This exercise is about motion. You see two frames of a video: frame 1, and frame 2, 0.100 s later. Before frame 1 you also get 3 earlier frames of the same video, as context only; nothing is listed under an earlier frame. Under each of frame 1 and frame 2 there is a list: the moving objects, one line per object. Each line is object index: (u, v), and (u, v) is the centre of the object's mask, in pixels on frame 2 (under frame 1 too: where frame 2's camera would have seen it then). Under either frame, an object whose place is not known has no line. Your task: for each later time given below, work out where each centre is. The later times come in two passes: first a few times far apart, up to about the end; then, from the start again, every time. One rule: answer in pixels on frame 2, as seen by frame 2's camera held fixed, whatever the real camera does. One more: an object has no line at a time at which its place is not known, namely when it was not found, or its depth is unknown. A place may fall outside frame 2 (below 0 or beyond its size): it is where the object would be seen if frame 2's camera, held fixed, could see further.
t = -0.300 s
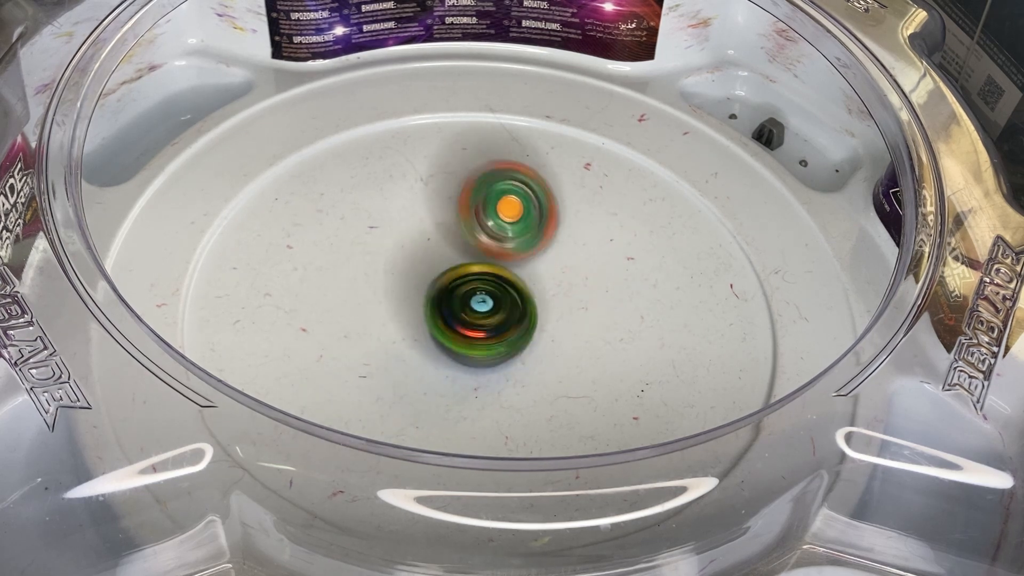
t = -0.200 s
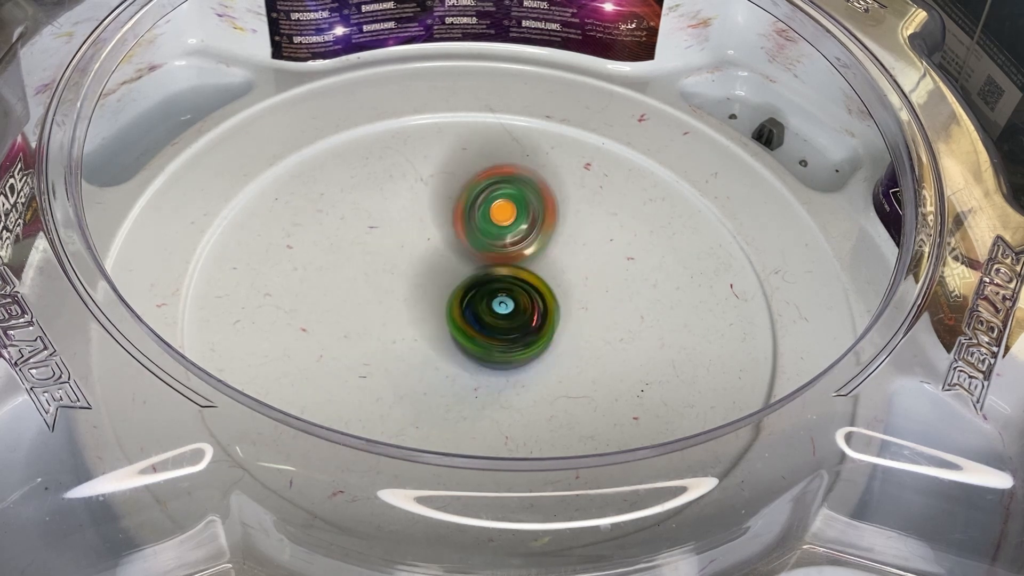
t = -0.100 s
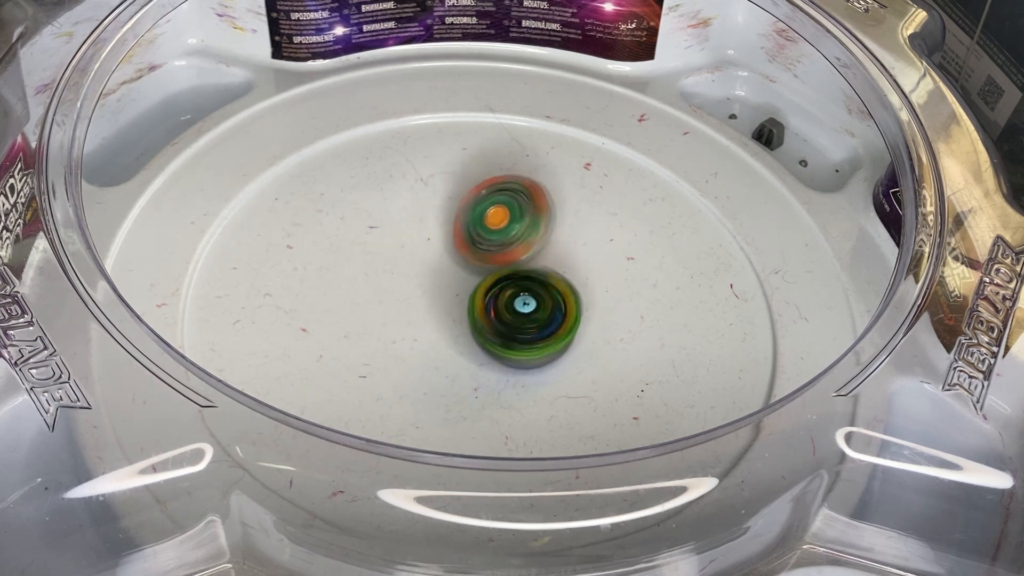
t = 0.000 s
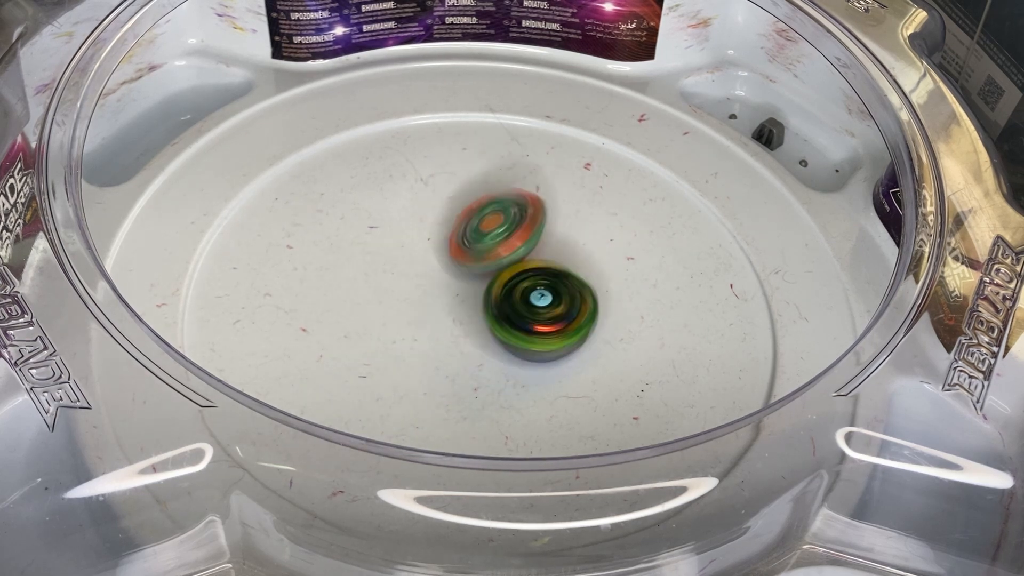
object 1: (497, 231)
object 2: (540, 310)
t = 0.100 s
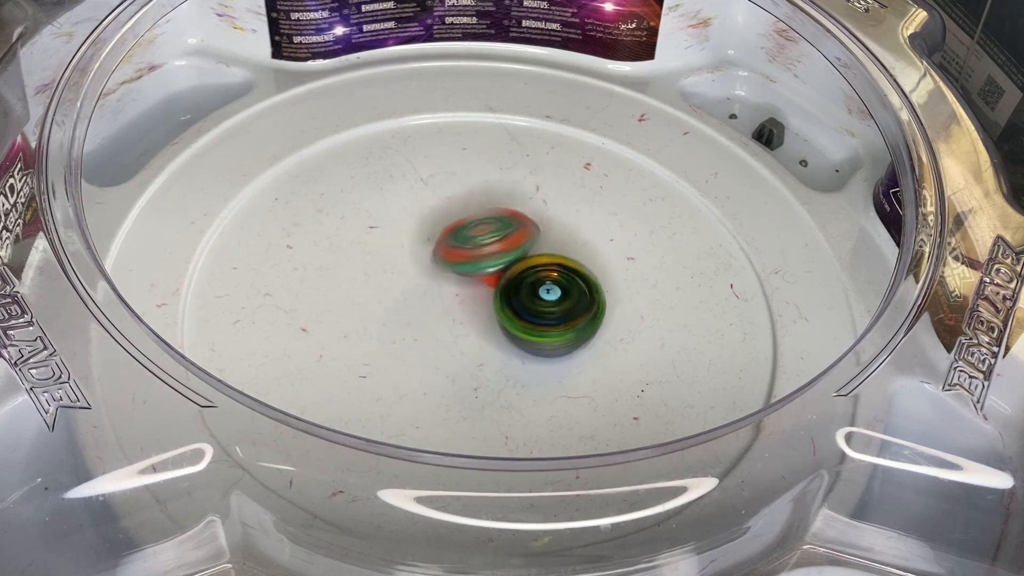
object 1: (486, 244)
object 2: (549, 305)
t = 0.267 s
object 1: (452, 243)
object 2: (560, 319)
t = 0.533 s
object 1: (447, 241)
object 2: (535, 328)
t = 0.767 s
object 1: (442, 231)
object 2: (487, 341)
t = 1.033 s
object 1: (437, 238)
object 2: (450, 356)
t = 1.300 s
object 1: (426, 237)
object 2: (435, 330)
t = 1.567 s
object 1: (431, 249)
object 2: (457, 343)
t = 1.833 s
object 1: (426, 271)
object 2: (503, 331)
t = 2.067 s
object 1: (397, 226)
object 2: (541, 346)
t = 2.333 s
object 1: (430, 245)
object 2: (553, 361)
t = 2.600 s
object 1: (455, 305)
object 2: (540, 351)
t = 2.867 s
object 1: (404, 308)
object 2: (518, 336)
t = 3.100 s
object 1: (391, 327)
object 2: (514, 310)
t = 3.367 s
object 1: (391, 325)
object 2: (539, 290)
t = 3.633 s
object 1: (417, 304)
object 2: (558, 297)
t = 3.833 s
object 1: (451, 314)
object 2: (554, 310)
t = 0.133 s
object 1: (478, 242)
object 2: (552, 308)
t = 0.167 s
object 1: (470, 243)
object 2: (555, 311)
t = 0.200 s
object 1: (462, 244)
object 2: (557, 314)
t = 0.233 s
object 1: (456, 243)
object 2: (559, 317)
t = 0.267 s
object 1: (452, 243)
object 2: (560, 319)
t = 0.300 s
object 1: (450, 242)
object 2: (560, 322)
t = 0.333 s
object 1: (450, 241)
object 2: (558, 323)
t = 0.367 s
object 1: (449, 240)
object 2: (557, 325)
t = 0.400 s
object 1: (448, 239)
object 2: (553, 326)
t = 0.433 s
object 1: (447, 239)
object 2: (550, 328)
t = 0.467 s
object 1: (446, 240)
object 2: (545, 328)
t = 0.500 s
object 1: (446, 240)
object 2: (540, 328)
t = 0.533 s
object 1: (447, 241)
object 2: (535, 328)
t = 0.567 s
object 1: (447, 241)
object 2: (528, 328)
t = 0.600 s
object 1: (447, 242)
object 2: (522, 327)
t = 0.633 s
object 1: (446, 243)
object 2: (514, 327)
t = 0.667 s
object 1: (446, 245)
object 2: (508, 325)
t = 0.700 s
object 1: (445, 244)
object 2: (500, 327)
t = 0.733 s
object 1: (444, 236)
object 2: (493, 335)
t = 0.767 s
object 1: (442, 231)
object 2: (487, 341)
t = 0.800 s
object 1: (443, 229)
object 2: (484, 343)
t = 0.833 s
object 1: (444, 229)
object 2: (479, 348)
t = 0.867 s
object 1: (444, 230)
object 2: (473, 350)
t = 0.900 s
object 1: (444, 233)
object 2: (468, 353)
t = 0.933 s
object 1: (441, 235)
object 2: (463, 355)
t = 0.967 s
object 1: (439, 237)
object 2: (459, 357)
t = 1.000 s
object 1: (437, 238)
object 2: (454, 356)
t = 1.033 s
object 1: (437, 238)
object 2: (450, 356)
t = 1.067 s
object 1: (436, 239)
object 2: (446, 355)
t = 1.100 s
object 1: (434, 239)
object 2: (443, 353)
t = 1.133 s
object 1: (432, 239)
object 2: (440, 350)
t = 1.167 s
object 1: (431, 238)
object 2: (438, 347)
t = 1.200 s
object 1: (430, 239)
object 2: (436, 343)
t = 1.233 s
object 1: (428, 238)
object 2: (435, 339)
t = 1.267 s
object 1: (427, 238)
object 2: (434, 335)
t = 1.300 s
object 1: (426, 237)
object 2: (435, 330)
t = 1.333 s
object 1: (426, 236)
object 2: (435, 329)
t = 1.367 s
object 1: (429, 236)
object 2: (437, 327)
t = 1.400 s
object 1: (431, 235)
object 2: (438, 330)
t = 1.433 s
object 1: (434, 234)
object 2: (440, 334)
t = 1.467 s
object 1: (437, 237)
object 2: (444, 337)
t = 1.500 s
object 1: (435, 242)
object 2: (447, 340)
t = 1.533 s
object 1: (434, 246)
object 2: (451, 341)
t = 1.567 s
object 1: (431, 249)
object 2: (457, 343)
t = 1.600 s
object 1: (430, 251)
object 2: (463, 344)
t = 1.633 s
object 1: (430, 255)
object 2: (470, 343)
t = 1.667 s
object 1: (431, 257)
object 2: (476, 342)
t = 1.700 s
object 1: (431, 261)
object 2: (481, 341)
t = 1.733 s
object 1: (429, 264)
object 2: (487, 339)
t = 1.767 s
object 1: (429, 267)
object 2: (491, 336)
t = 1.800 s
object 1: (427, 270)
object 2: (497, 334)
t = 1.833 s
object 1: (426, 271)
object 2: (503, 331)
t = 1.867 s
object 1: (424, 270)
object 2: (509, 328)
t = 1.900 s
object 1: (422, 269)
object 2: (514, 328)
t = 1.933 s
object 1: (414, 254)
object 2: (522, 336)
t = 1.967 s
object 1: (407, 247)
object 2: (527, 340)
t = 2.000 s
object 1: (402, 235)
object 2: (530, 342)
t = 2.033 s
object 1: (397, 230)
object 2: (537, 343)
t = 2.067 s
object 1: (397, 226)
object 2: (541, 346)
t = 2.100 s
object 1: (400, 223)
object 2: (544, 350)
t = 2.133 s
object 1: (402, 221)
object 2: (549, 354)
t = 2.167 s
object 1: (405, 224)
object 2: (552, 356)
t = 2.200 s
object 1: (407, 227)
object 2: (554, 358)
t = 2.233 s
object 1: (411, 232)
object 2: (555, 361)
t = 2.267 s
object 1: (416, 233)
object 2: (555, 362)
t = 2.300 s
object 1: (423, 238)
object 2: (556, 362)
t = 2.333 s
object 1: (430, 245)
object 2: (553, 361)
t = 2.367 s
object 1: (436, 252)
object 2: (550, 358)
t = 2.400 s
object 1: (443, 262)
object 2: (547, 357)
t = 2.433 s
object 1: (449, 275)
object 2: (544, 353)
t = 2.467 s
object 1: (455, 285)
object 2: (541, 349)
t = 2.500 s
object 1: (455, 292)
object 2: (541, 351)
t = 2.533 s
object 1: (456, 297)
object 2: (540, 352)
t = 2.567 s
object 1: (456, 302)
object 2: (542, 352)
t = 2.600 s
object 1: (455, 305)
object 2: (540, 351)
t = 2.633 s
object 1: (453, 305)
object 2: (538, 349)
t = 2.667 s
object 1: (450, 305)
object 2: (538, 348)
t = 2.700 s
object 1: (445, 303)
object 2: (533, 347)
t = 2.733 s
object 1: (437, 301)
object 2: (528, 345)
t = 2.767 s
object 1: (428, 302)
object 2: (527, 344)
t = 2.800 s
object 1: (419, 303)
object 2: (523, 341)
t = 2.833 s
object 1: (412, 305)
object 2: (519, 339)
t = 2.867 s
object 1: (404, 308)
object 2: (518, 336)
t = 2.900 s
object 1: (399, 311)
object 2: (515, 332)
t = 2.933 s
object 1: (395, 315)
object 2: (513, 329)
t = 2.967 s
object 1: (392, 319)
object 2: (514, 326)
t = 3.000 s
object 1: (390, 322)
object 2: (512, 321)
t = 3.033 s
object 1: (390, 324)
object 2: (512, 318)
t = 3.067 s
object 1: (391, 325)
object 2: (514, 314)
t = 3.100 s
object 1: (391, 327)
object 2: (514, 310)
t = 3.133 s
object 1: (392, 329)
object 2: (516, 307)
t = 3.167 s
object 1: (392, 329)
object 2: (519, 303)
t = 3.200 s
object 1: (392, 329)
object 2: (521, 300)
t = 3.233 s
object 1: (392, 329)
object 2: (524, 298)
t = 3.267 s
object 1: (392, 329)
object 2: (528, 295)
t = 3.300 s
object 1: (391, 328)
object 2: (530, 294)
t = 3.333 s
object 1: (391, 326)
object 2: (534, 292)
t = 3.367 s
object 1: (391, 325)
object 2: (539, 290)
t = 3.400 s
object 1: (391, 324)
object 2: (542, 290)
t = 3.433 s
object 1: (391, 322)
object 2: (547, 290)
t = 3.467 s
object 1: (392, 319)
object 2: (551, 289)
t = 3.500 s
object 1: (394, 316)
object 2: (553, 291)
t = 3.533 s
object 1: (398, 313)
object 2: (556, 292)
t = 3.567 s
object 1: (403, 309)
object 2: (558, 293)
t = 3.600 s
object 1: (409, 306)
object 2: (558, 296)
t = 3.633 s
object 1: (417, 304)
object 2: (558, 297)
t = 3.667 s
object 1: (425, 303)
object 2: (556, 298)
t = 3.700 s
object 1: (436, 305)
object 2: (554, 301)
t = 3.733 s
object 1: (444, 307)
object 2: (552, 302)
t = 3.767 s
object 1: (447, 309)
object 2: (553, 304)
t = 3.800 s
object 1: (449, 312)
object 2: (553, 307)
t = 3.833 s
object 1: (451, 314)
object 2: (554, 310)
